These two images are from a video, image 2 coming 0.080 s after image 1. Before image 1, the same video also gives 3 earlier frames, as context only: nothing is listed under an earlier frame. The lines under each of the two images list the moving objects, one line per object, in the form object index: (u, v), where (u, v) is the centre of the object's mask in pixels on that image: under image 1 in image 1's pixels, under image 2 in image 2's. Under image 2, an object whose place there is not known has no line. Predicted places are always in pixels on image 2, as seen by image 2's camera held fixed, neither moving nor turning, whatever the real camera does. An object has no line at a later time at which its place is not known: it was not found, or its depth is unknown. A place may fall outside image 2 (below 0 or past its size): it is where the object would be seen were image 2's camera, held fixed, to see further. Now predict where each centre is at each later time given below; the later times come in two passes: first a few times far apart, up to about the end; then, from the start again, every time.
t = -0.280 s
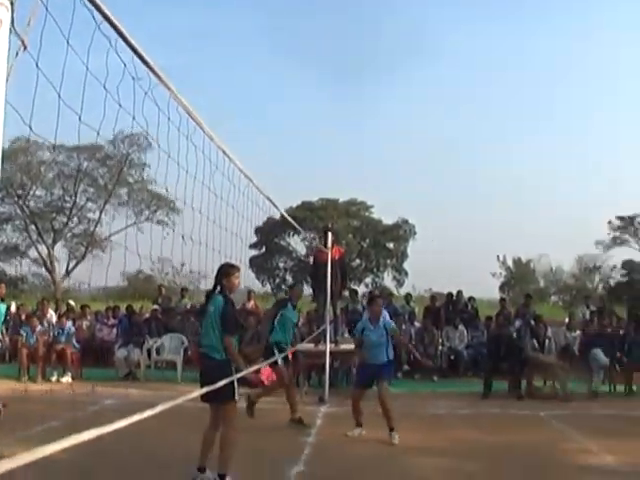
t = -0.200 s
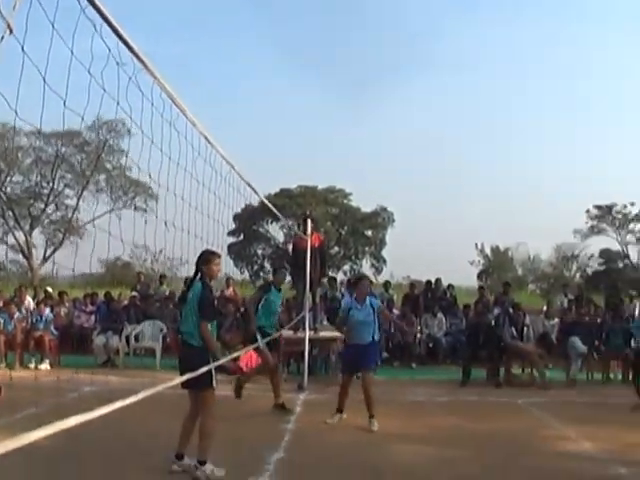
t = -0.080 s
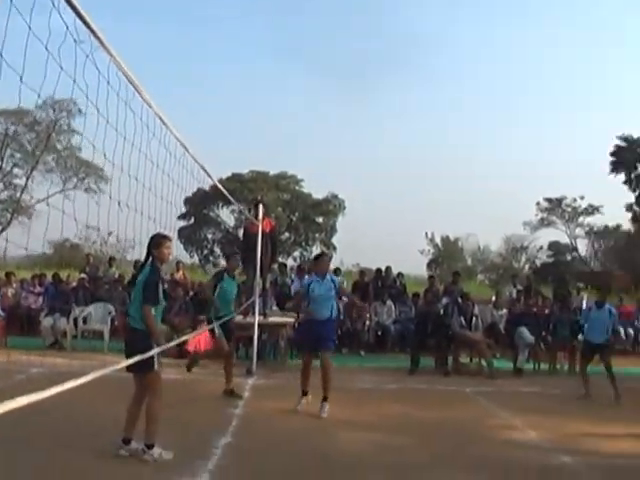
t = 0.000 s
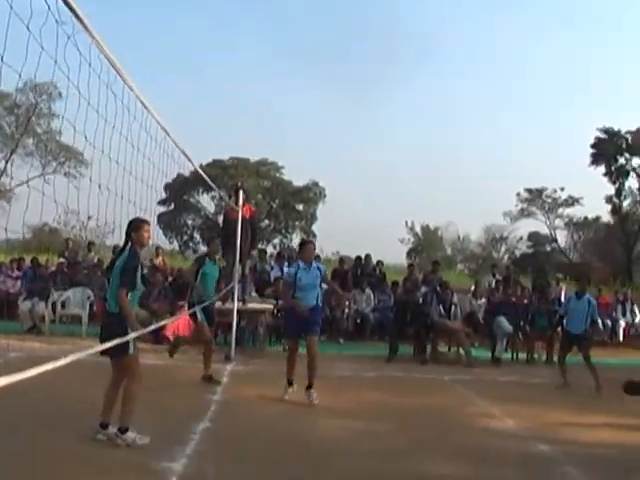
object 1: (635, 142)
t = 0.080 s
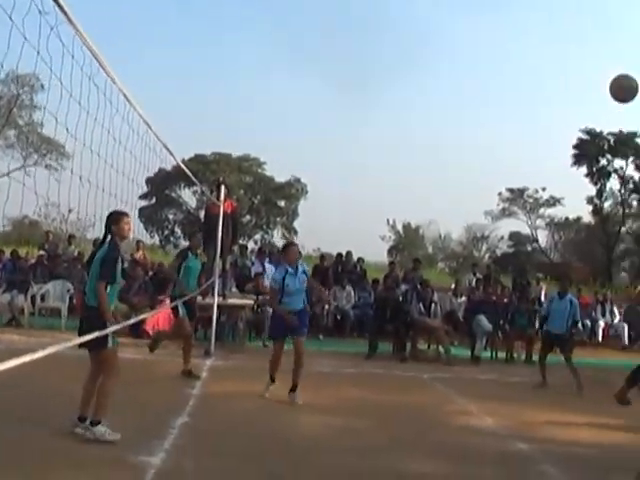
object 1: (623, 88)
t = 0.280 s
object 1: (613, 8)
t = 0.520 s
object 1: (605, -10)
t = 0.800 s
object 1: (593, 44)
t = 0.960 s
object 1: (584, 112)
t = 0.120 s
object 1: (622, 67)
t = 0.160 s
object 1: (620, 48)
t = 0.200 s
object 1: (617, 33)
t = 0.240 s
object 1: (615, 20)
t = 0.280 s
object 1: (613, 8)
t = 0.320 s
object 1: (612, 0)
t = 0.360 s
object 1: (610, -4)
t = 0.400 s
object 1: (608, -8)
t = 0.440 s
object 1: (607, -10)
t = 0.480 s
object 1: (606, -10)
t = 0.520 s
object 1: (605, -10)
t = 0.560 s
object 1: (603, -8)
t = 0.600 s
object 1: (601, -6)
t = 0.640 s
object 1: (600, 0)
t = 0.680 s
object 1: (599, 8)
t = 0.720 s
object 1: (597, 19)
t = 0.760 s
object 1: (594, 31)
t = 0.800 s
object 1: (593, 44)
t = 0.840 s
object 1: (591, 58)
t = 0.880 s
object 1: (589, 75)
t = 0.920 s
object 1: (586, 93)
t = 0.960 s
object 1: (584, 112)
